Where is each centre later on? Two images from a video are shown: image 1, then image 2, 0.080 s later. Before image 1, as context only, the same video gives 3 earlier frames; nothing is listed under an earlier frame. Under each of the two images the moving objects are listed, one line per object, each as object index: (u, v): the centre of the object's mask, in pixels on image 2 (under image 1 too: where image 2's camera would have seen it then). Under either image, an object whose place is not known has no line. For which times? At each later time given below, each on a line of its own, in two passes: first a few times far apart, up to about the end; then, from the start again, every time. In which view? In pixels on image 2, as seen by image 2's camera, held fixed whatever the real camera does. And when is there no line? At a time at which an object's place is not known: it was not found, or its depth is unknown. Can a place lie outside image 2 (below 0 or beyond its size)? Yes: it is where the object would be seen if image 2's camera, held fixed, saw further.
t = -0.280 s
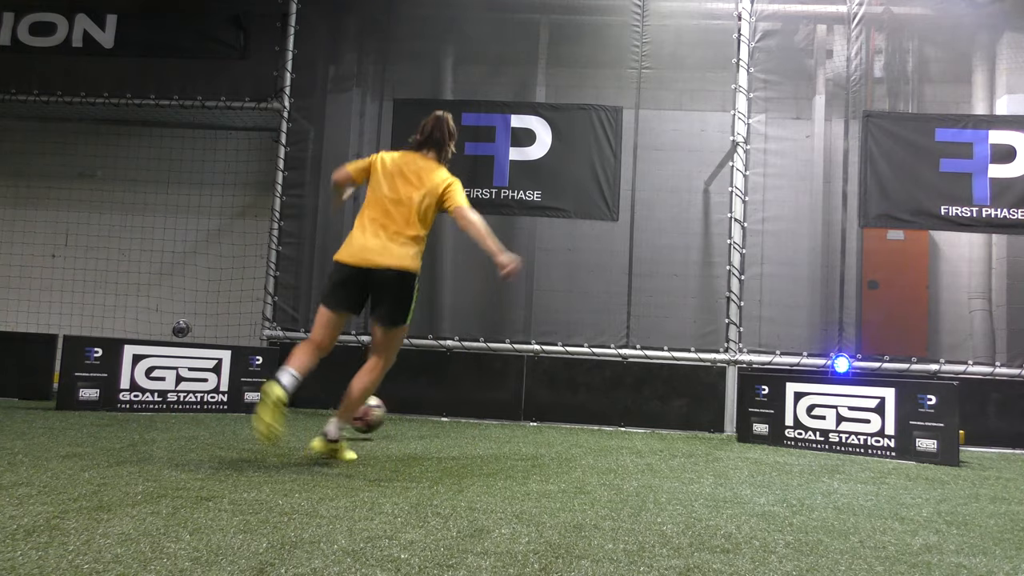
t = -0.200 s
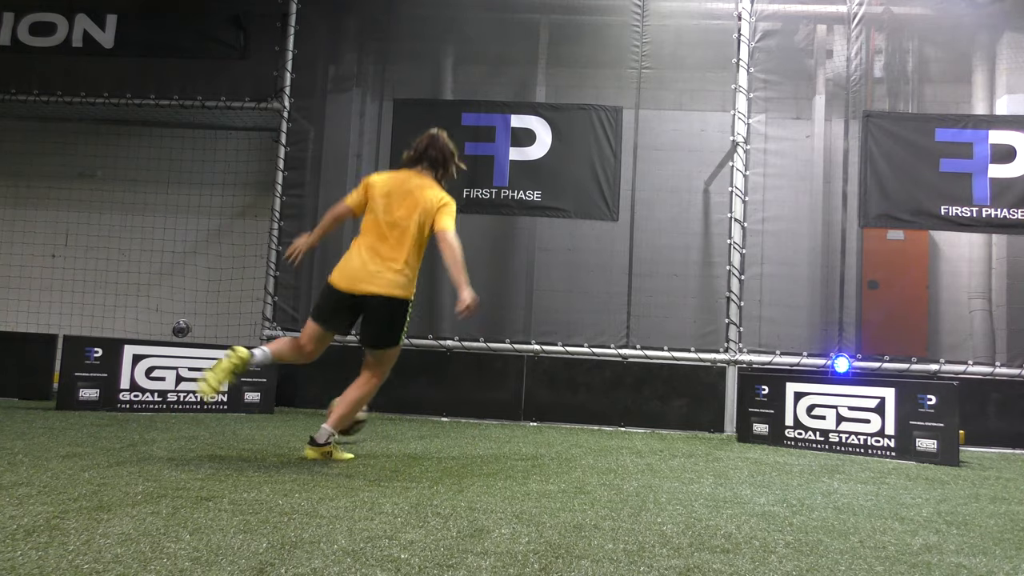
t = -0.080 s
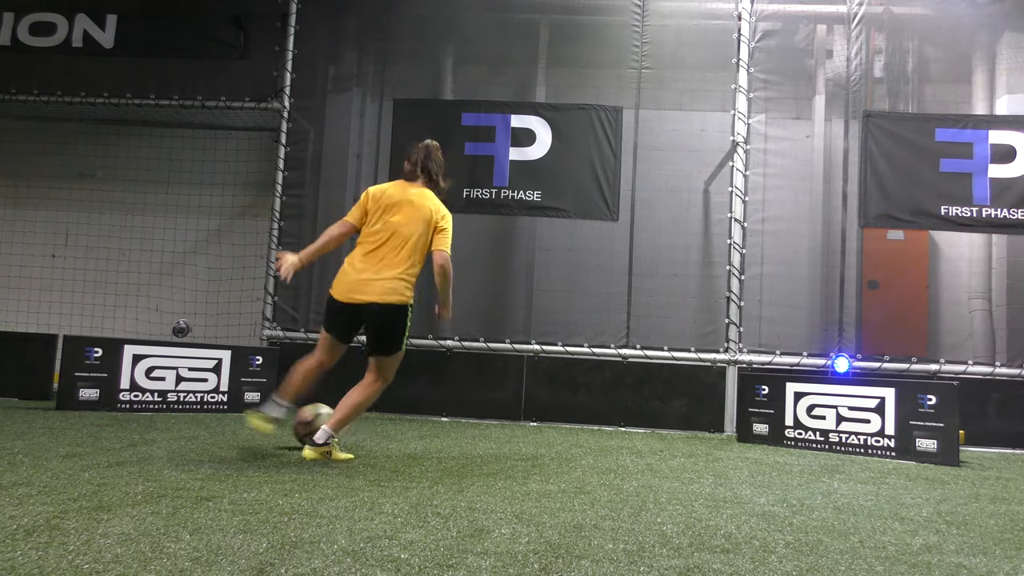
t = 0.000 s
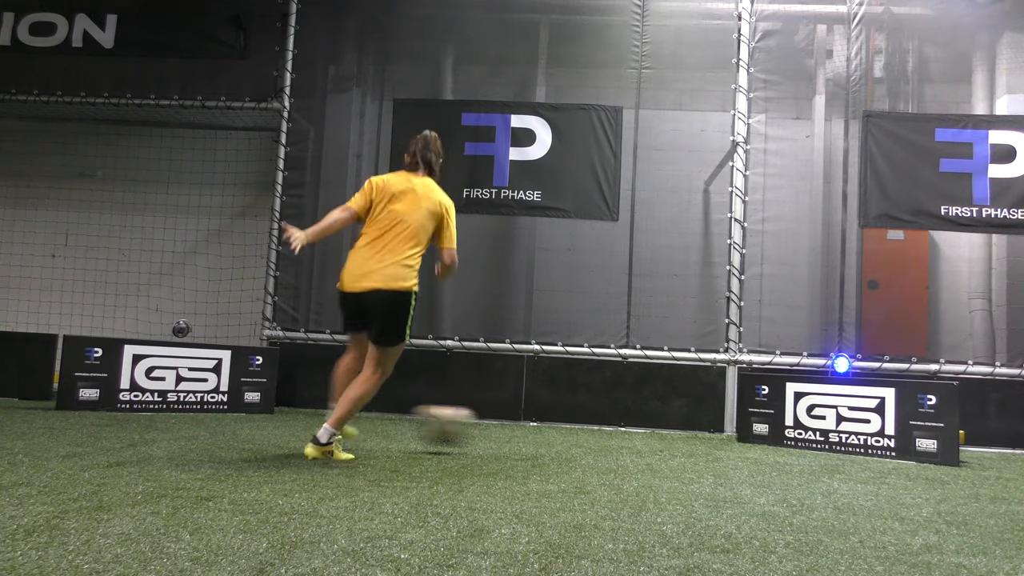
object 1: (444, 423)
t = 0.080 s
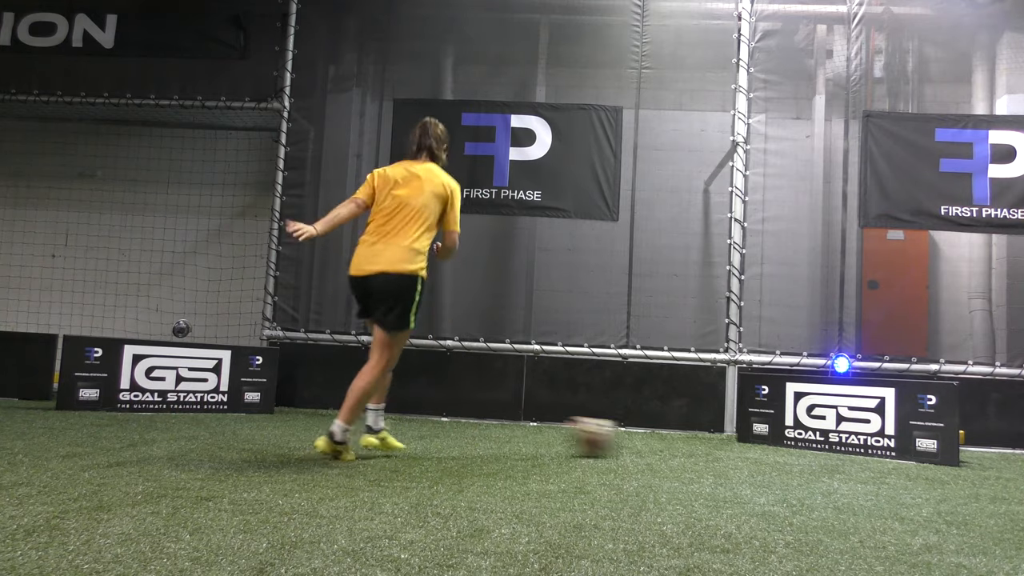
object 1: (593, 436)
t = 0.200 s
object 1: (770, 438)
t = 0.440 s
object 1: (926, 452)
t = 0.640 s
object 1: (905, 460)
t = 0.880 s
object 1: (883, 476)
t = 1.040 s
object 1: (869, 482)
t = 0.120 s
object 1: (658, 438)
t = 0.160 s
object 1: (717, 437)
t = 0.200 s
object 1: (770, 438)
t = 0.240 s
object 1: (827, 445)
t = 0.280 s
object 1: (880, 446)
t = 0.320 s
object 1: (924, 445)
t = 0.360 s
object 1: (934, 447)
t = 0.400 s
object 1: (930, 447)
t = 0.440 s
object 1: (926, 452)
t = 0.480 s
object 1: (922, 454)
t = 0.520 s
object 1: (917, 454)
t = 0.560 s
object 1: (913, 456)
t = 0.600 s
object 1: (909, 460)
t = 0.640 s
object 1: (905, 460)
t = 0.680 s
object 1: (902, 461)
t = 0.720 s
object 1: (898, 465)
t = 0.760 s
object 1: (894, 468)
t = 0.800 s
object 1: (891, 468)
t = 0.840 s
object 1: (887, 471)
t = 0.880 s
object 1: (883, 476)
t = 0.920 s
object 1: (880, 476)
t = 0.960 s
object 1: (876, 478)
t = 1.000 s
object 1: (872, 482)
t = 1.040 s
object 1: (869, 482)
